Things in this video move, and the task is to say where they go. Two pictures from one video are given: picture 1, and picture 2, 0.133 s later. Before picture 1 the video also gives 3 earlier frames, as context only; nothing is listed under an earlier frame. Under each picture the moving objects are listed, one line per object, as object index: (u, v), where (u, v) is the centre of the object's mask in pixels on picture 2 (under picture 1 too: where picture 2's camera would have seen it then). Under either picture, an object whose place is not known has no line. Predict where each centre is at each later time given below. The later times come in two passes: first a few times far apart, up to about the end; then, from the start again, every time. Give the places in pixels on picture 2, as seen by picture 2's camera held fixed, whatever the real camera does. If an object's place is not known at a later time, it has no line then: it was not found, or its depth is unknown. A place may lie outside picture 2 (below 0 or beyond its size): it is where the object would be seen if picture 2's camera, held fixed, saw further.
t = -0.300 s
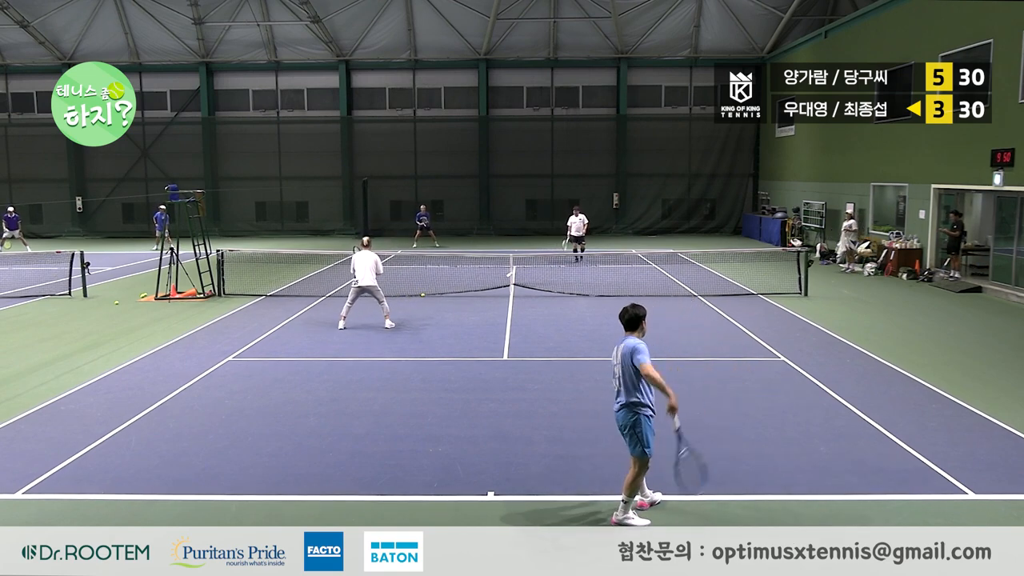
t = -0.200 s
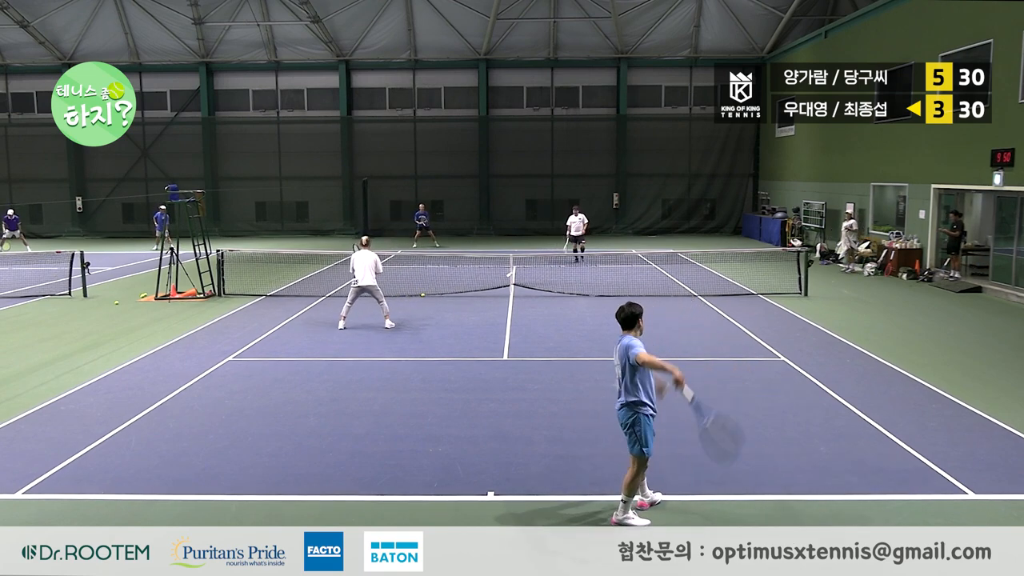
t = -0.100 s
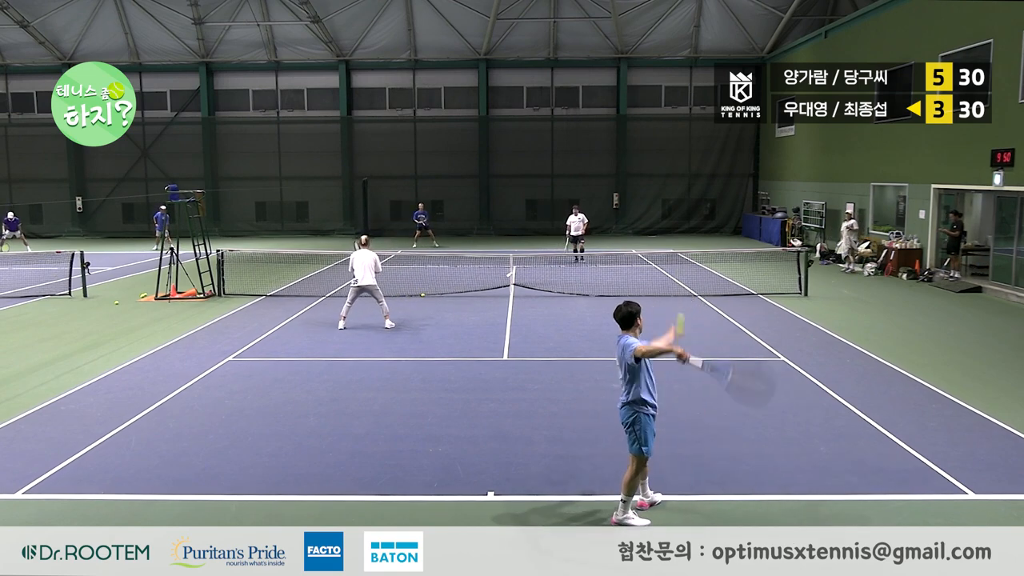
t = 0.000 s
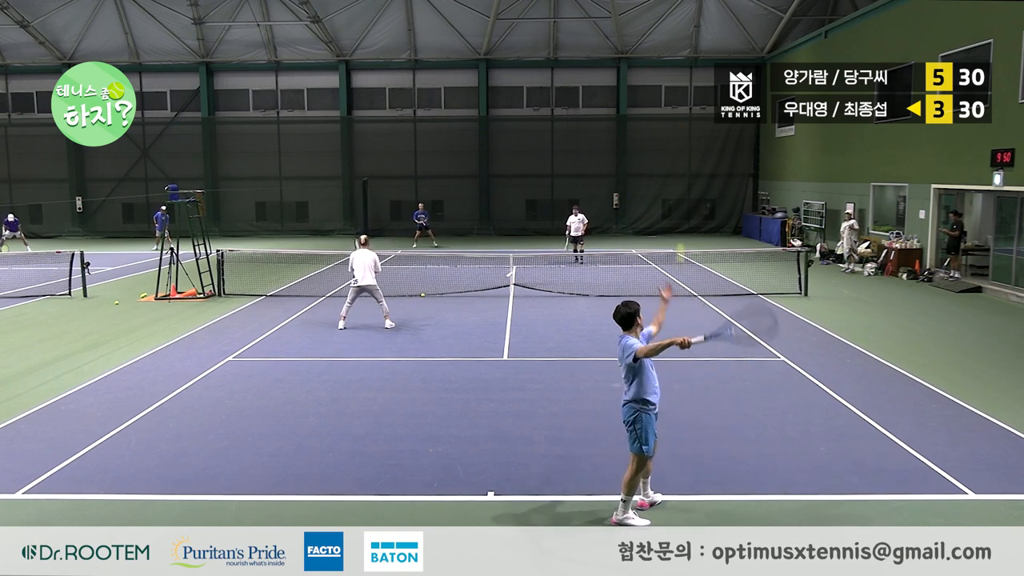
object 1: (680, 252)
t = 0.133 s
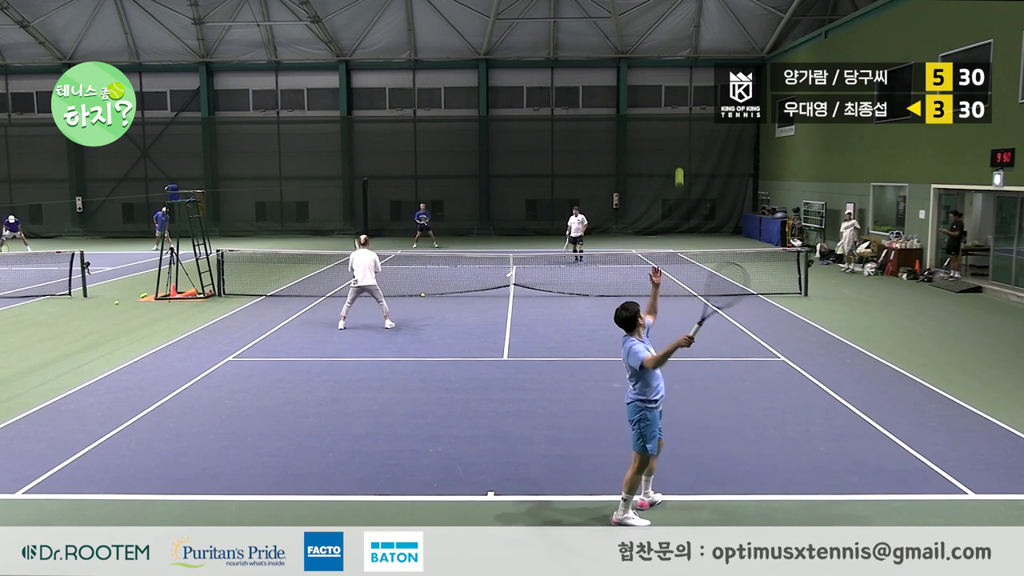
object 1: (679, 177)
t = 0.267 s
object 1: (678, 120)
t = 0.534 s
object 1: (676, 68)
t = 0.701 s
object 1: (673, 79)
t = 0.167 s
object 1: (679, 161)
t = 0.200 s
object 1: (678, 146)
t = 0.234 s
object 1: (678, 132)
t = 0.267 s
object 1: (678, 120)
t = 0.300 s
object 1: (678, 109)
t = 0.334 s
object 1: (677, 98)
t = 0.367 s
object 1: (677, 90)
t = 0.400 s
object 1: (677, 83)
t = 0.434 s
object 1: (677, 76)
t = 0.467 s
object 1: (676, 72)
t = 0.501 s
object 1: (676, 70)
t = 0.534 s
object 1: (676, 68)
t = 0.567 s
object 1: (675, 68)
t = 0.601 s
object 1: (675, 69)
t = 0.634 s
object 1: (674, 71)
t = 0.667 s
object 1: (674, 74)
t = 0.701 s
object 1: (673, 79)
